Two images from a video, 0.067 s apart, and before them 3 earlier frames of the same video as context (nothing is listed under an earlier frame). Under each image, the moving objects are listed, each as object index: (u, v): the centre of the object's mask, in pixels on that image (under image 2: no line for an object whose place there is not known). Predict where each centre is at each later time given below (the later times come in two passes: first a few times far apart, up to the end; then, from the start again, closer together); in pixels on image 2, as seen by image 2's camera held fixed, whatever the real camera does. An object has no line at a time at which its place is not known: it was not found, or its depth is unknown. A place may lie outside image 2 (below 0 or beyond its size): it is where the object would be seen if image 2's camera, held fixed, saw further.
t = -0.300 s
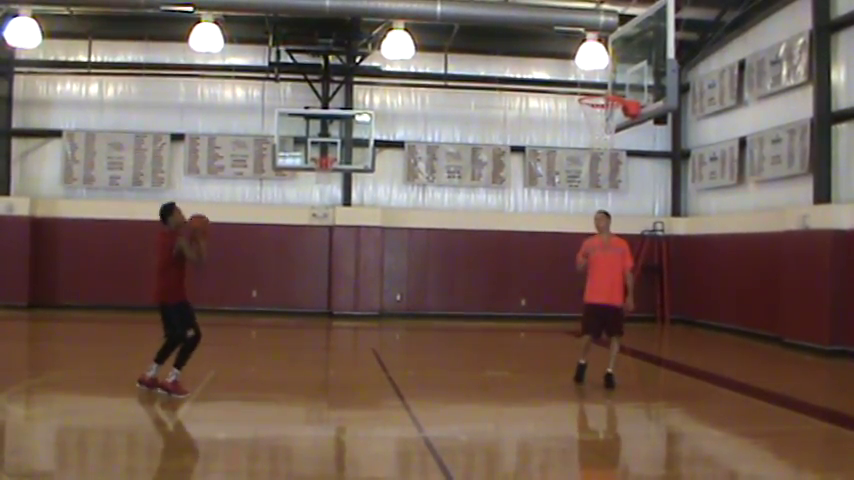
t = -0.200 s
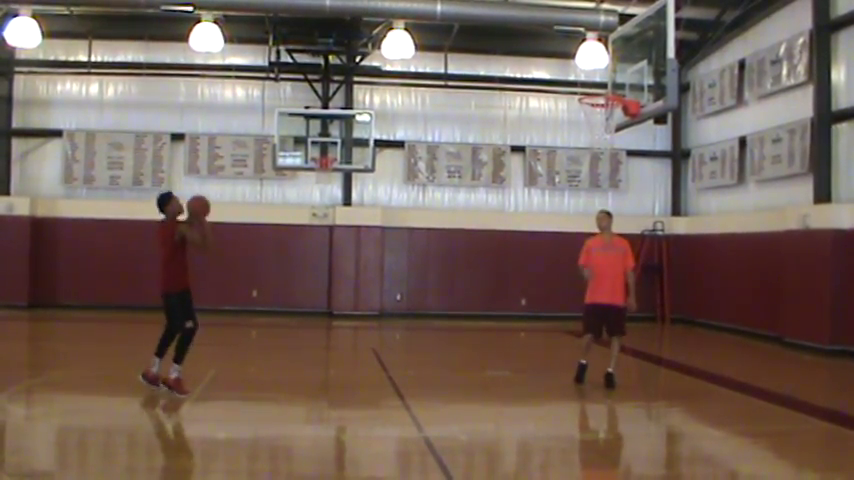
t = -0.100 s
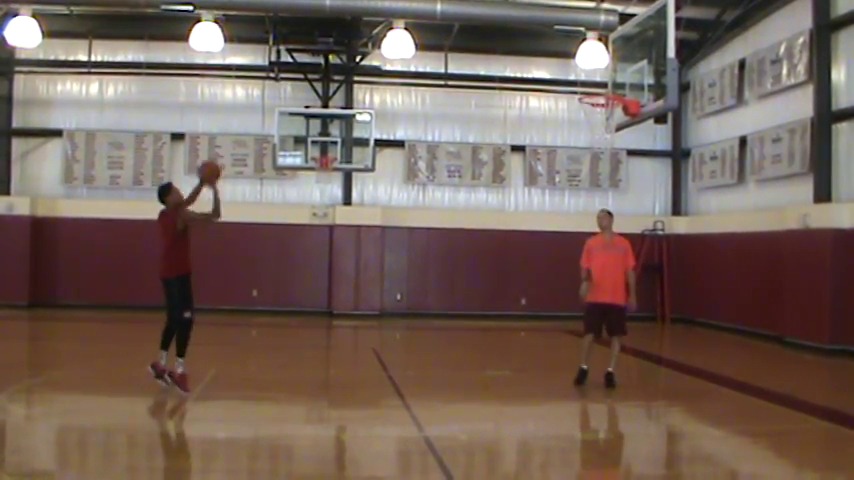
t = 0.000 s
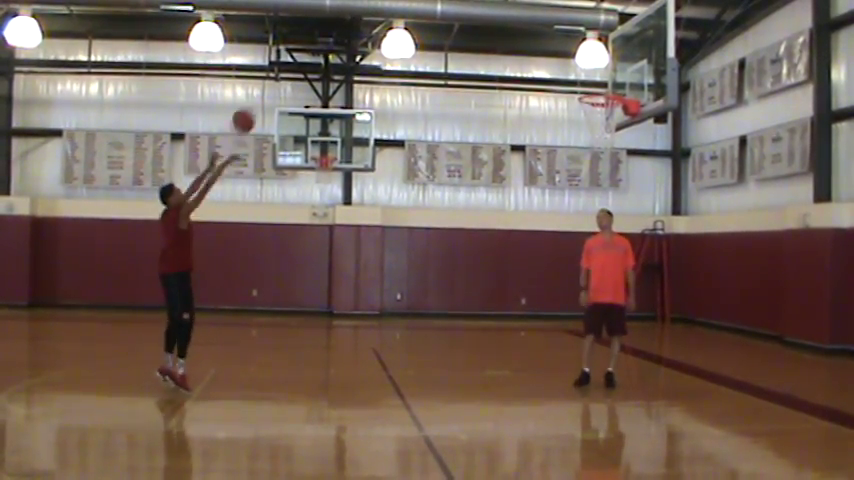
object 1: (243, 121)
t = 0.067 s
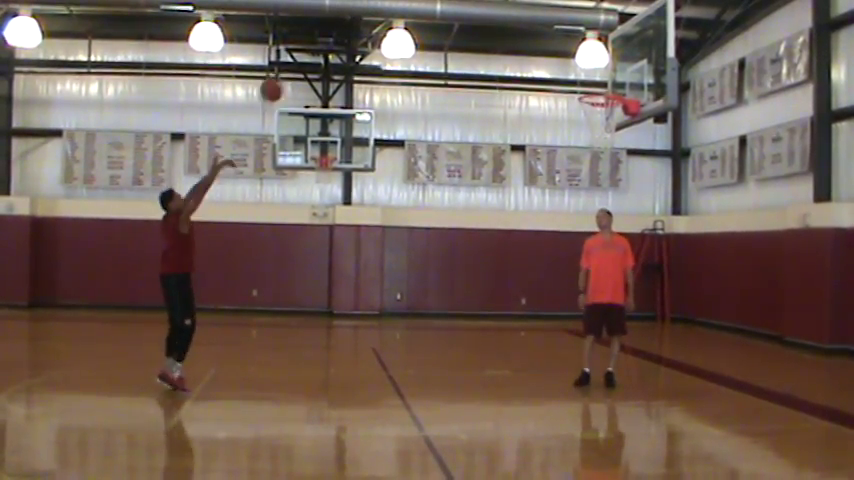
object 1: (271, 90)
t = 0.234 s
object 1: (339, 33)
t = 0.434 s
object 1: (419, 6)
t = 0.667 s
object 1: (506, 13)
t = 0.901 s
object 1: (588, 78)
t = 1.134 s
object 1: (600, 122)
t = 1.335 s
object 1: (583, 123)
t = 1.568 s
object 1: (594, 143)
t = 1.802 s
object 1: (614, 203)
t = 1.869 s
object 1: (621, 229)
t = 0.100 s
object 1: (285, 75)
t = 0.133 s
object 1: (299, 63)
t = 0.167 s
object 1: (313, 51)
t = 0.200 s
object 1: (325, 40)
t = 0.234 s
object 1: (339, 33)
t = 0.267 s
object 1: (354, 27)
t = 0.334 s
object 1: (379, 12)
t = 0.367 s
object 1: (393, 9)
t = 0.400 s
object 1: (404, 8)
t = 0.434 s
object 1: (419, 6)
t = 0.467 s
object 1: (432, 5)
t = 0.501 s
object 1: (444, 5)
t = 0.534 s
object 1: (457, 6)
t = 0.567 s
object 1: (469, 7)
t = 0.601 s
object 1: (482, 8)
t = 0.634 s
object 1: (493, 9)
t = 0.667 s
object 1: (506, 13)
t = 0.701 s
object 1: (519, 21)
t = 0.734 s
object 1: (530, 27)
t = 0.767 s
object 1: (542, 34)
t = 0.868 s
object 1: (576, 67)
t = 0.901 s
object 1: (588, 78)
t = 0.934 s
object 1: (601, 88)
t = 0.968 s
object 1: (607, 96)
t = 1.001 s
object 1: (611, 105)
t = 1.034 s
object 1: (610, 110)
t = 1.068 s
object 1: (608, 116)
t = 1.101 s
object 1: (605, 120)
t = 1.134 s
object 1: (600, 122)
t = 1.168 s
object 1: (598, 122)
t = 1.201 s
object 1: (593, 121)
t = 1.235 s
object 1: (590, 122)
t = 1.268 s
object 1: (586, 122)
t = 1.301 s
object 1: (585, 122)
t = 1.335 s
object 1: (583, 123)
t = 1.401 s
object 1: (584, 126)
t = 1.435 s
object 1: (585, 127)
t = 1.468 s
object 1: (587, 130)
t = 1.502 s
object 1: (589, 133)
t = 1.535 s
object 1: (591, 136)
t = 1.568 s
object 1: (594, 143)
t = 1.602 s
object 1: (597, 146)
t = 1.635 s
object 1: (600, 152)
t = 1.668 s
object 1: (604, 160)
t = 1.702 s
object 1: (606, 169)
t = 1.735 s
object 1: (609, 179)
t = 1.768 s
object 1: (612, 190)
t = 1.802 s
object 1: (614, 203)
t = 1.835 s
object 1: (617, 216)
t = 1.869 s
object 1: (621, 229)
